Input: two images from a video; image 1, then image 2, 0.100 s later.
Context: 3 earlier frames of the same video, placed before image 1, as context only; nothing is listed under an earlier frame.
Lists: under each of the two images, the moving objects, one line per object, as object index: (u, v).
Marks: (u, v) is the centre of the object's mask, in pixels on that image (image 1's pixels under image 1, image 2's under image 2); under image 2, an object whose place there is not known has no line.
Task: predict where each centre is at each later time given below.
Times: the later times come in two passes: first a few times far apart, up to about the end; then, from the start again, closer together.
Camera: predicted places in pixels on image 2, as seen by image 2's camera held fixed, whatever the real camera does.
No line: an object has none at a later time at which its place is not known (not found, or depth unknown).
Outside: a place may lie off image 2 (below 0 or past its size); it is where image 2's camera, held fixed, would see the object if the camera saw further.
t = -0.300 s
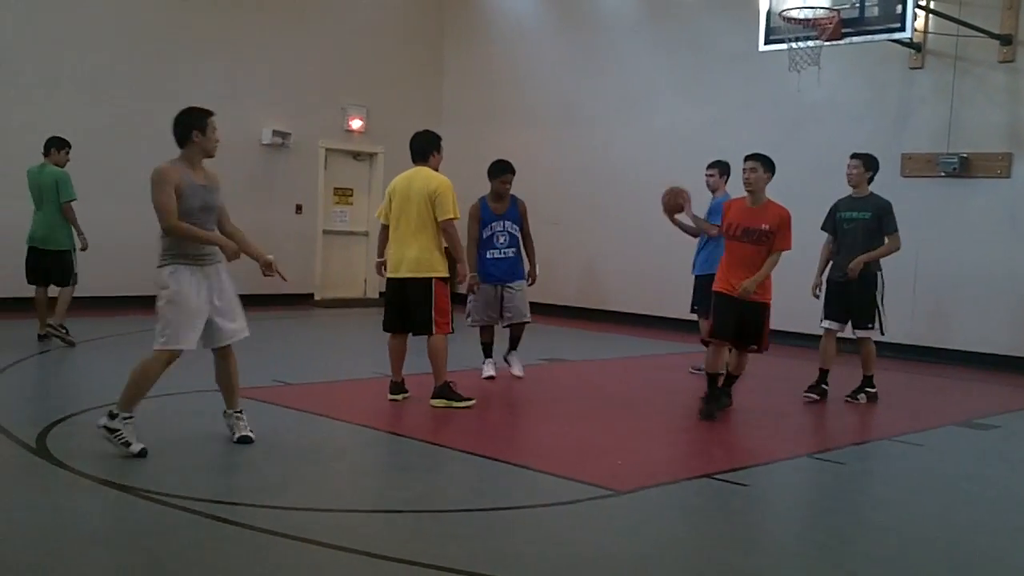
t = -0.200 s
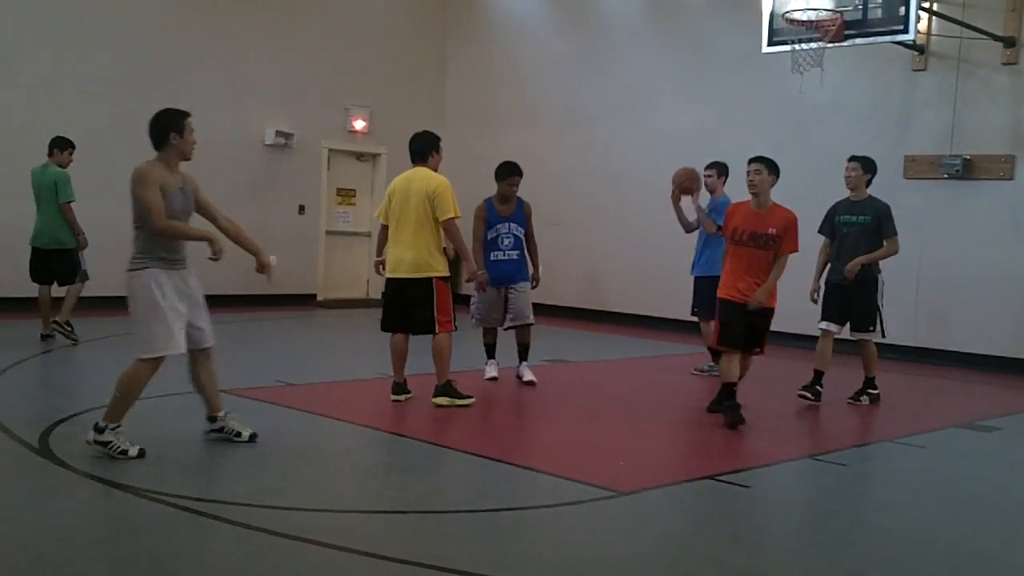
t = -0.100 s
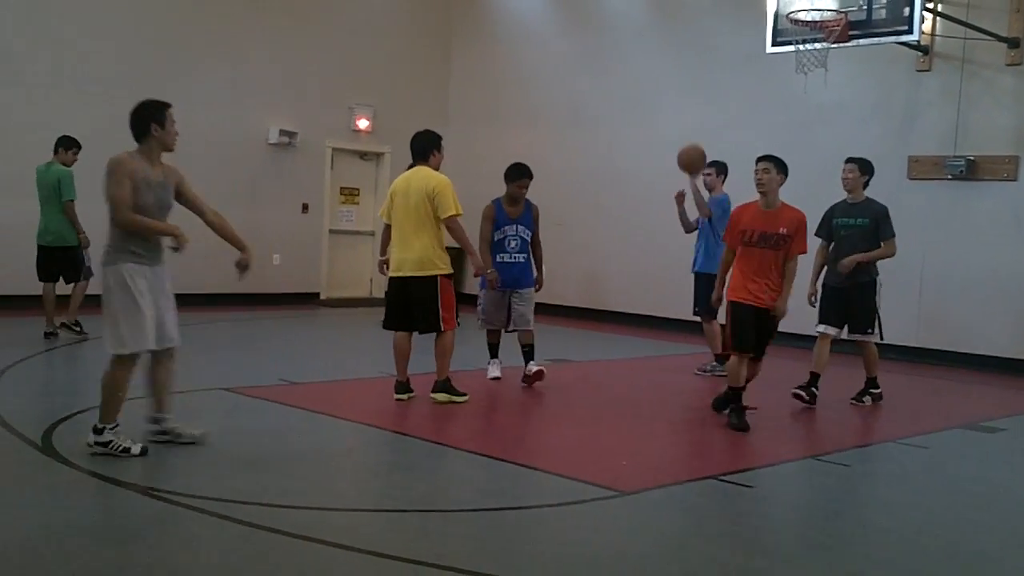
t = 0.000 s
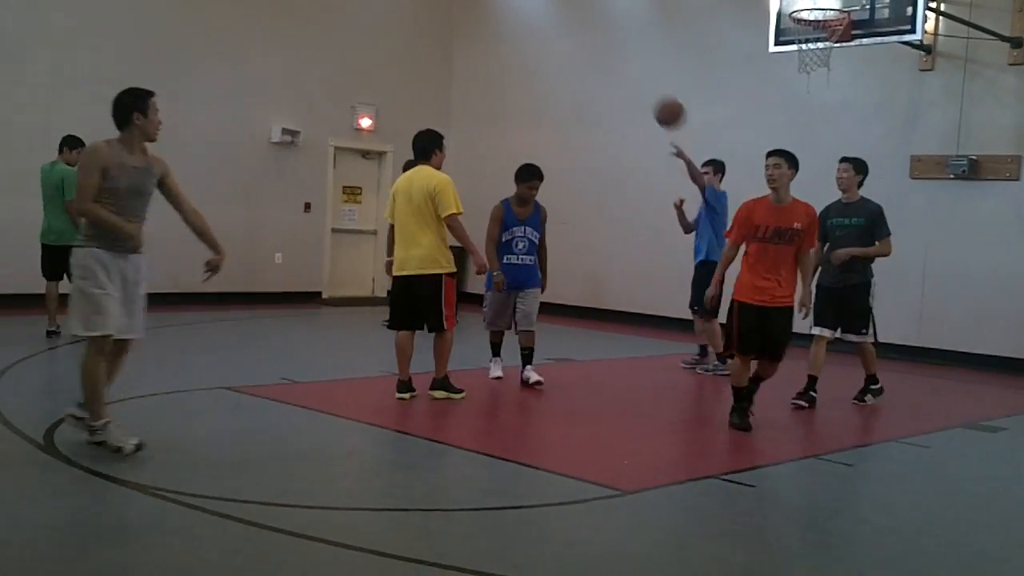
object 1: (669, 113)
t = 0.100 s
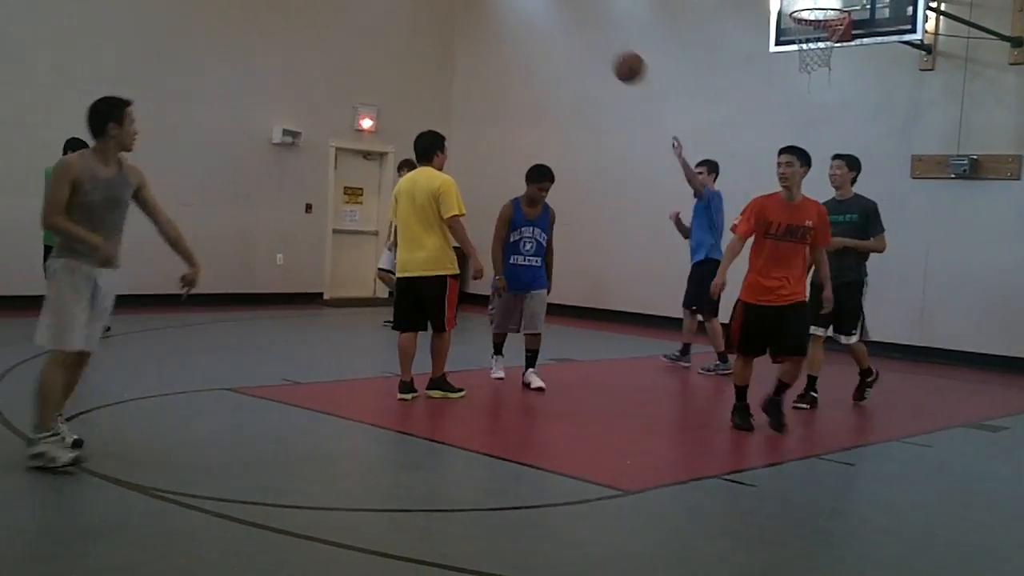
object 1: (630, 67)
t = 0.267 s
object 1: (550, 14)
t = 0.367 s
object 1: (495, 5)
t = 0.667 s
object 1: (302, 31)
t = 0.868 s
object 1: (137, 153)
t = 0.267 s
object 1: (550, 14)
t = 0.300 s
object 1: (533, 10)
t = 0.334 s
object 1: (515, 7)
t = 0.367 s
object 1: (495, 5)
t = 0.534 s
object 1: (397, 5)
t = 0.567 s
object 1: (373, 8)
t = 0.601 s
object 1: (349, 12)
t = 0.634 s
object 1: (326, 19)
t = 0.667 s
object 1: (302, 31)
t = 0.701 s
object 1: (276, 46)
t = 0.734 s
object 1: (250, 62)
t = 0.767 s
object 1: (223, 81)
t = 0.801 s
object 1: (195, 103)
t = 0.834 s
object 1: (166, 127)
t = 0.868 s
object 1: (137, 153)
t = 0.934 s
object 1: (69, 219)
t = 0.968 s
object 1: (38, 255)
